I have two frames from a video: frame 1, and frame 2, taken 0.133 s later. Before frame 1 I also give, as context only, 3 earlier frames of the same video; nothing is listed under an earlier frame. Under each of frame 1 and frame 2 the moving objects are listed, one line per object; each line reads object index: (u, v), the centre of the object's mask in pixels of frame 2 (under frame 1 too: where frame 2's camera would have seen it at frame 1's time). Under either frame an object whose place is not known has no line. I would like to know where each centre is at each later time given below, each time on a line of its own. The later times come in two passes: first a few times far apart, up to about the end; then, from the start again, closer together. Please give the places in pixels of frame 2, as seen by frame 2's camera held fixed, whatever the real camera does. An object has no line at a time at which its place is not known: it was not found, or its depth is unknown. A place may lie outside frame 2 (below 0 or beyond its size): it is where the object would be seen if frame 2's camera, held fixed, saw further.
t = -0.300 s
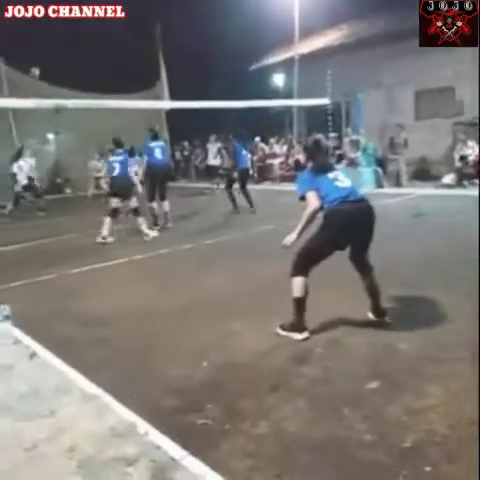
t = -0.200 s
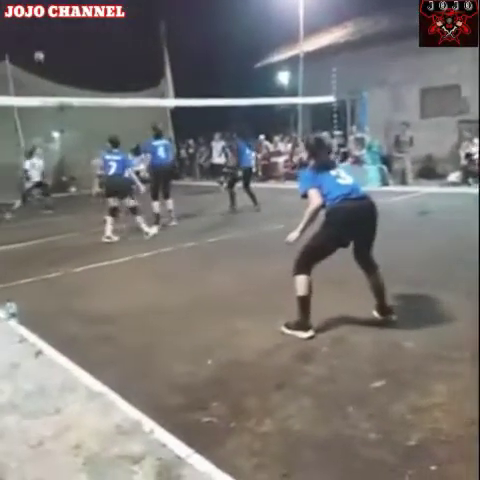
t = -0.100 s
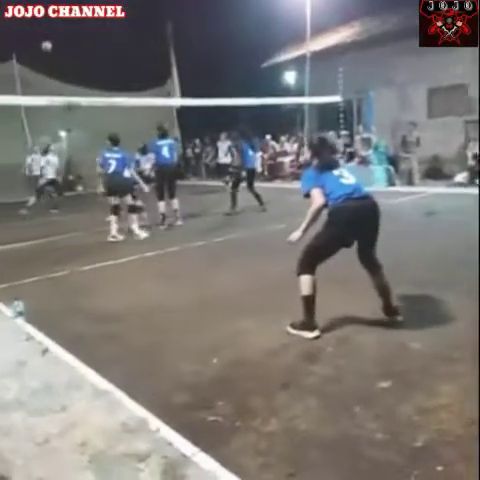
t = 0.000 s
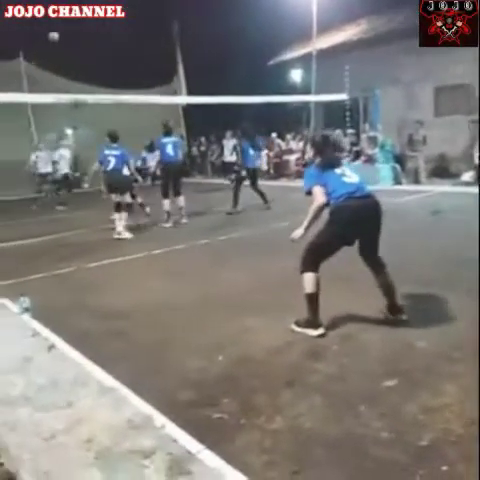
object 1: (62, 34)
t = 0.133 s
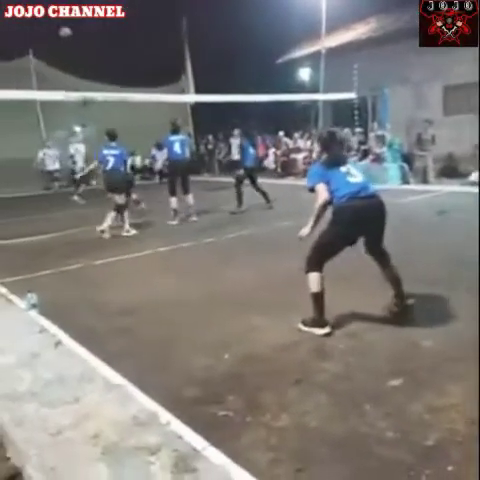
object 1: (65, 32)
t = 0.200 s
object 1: (66, 34)
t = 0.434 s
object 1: (73, 58)
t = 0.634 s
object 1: (84, 103)
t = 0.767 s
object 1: (92, 141)
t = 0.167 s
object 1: (65, 32)
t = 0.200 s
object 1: (66, 34)
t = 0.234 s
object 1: (67, 37)
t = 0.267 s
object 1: (67, 38)
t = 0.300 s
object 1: (68, 40)
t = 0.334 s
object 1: (70, 44)
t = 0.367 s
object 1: (71, 49)
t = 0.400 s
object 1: (72, 54)
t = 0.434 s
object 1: (73, 58)
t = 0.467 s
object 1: (74, 64)
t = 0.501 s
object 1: (76, 70)
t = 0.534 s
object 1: (78, 78)
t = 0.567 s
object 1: (80, 85)
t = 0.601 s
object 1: (83, 90)
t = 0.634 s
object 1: (84, 103)
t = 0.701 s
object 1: (88, 121)
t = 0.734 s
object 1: (90, 133)
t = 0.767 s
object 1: (92, 141)
